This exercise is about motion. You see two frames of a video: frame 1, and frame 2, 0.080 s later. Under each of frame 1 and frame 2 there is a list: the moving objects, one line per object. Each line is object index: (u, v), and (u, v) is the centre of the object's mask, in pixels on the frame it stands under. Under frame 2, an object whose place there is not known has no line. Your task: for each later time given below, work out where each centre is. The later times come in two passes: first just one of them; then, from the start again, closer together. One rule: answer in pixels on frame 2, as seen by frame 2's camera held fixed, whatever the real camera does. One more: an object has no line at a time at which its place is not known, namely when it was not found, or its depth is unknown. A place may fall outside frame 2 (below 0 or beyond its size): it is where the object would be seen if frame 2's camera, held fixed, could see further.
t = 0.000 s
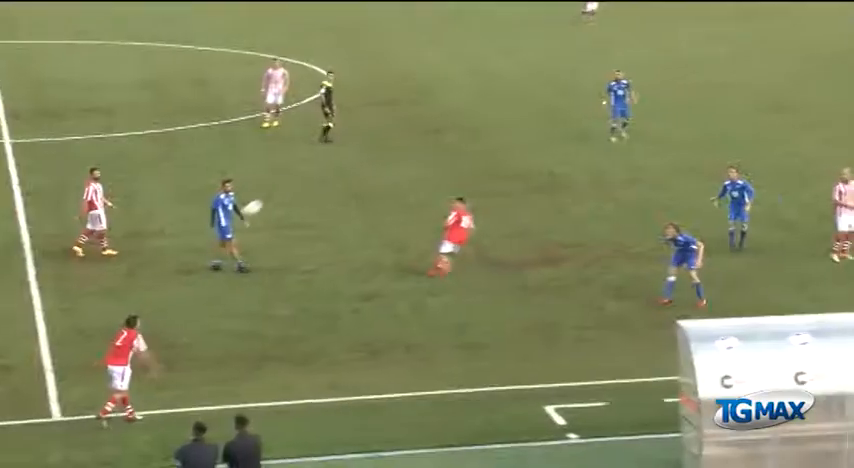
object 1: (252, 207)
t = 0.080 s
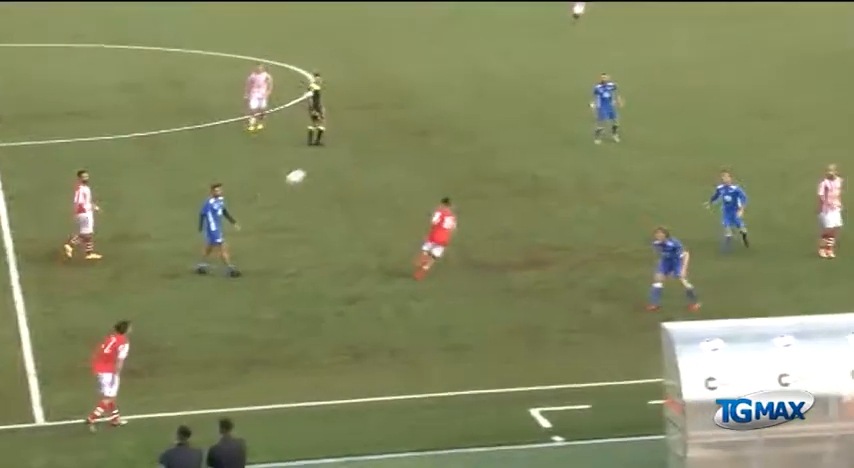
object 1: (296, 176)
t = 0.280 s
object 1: (429, 114)
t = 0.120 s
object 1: (323, 162)
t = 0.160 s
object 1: (351, 149)
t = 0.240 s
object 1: (403, 125)
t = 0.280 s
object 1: (429, 114)
